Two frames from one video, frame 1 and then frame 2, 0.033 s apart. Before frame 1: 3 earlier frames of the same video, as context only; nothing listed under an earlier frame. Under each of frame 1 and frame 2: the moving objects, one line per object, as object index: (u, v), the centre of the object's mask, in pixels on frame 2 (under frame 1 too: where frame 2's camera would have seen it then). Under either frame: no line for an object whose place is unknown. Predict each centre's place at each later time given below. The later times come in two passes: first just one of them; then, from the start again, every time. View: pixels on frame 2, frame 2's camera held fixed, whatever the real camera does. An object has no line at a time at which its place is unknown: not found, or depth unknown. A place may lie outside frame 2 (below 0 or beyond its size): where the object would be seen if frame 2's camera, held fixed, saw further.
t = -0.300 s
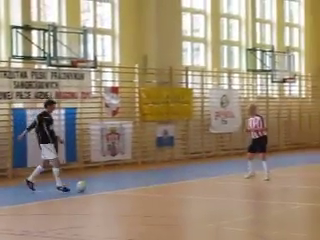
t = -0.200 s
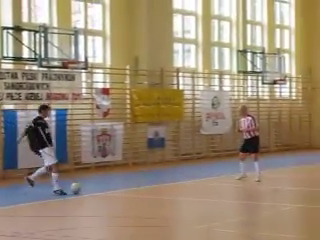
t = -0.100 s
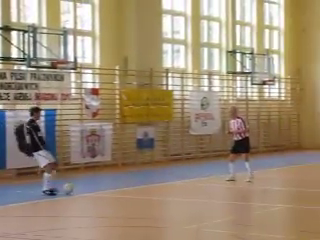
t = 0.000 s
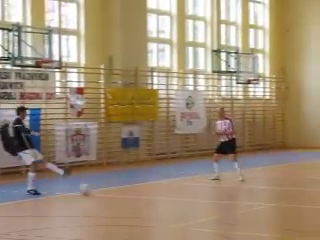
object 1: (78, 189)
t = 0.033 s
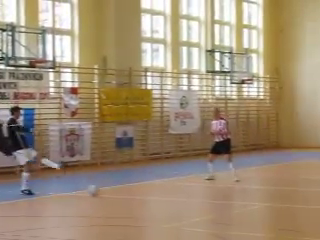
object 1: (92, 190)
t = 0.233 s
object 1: (178, 195)
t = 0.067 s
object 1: (107, 191)
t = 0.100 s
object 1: (121, 191)
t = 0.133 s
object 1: (135, 192)
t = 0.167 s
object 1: (150, 193)
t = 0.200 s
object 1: (164, 194)
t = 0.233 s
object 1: (178, 195)
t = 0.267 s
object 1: (191, 195)
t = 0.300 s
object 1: (206, 196)
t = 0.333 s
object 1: (220, 196)
